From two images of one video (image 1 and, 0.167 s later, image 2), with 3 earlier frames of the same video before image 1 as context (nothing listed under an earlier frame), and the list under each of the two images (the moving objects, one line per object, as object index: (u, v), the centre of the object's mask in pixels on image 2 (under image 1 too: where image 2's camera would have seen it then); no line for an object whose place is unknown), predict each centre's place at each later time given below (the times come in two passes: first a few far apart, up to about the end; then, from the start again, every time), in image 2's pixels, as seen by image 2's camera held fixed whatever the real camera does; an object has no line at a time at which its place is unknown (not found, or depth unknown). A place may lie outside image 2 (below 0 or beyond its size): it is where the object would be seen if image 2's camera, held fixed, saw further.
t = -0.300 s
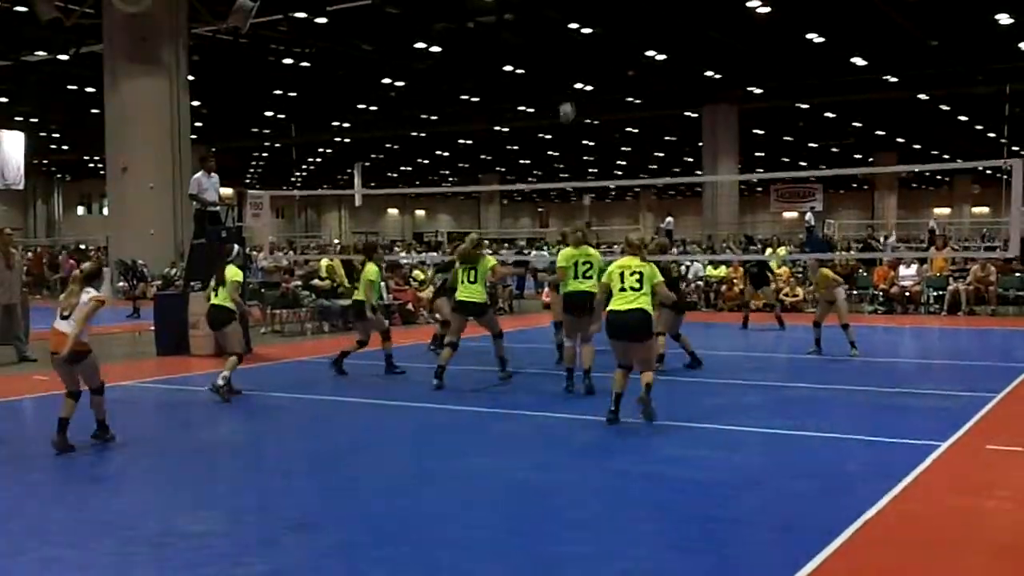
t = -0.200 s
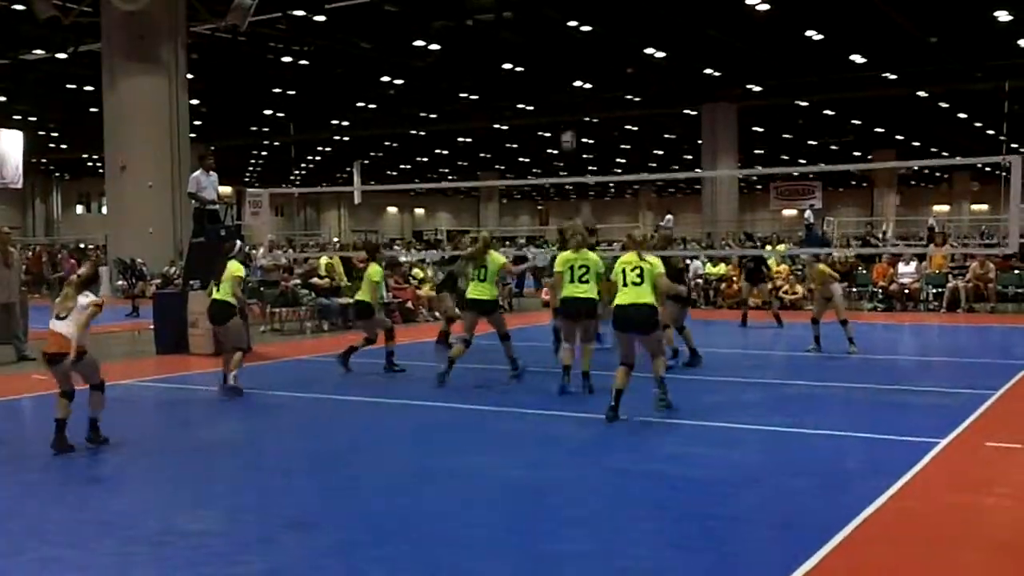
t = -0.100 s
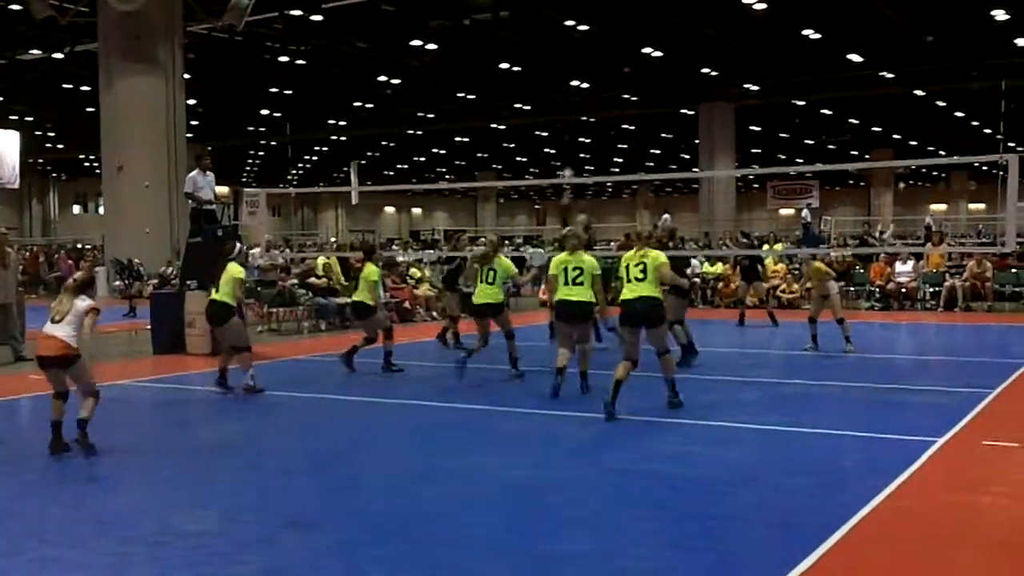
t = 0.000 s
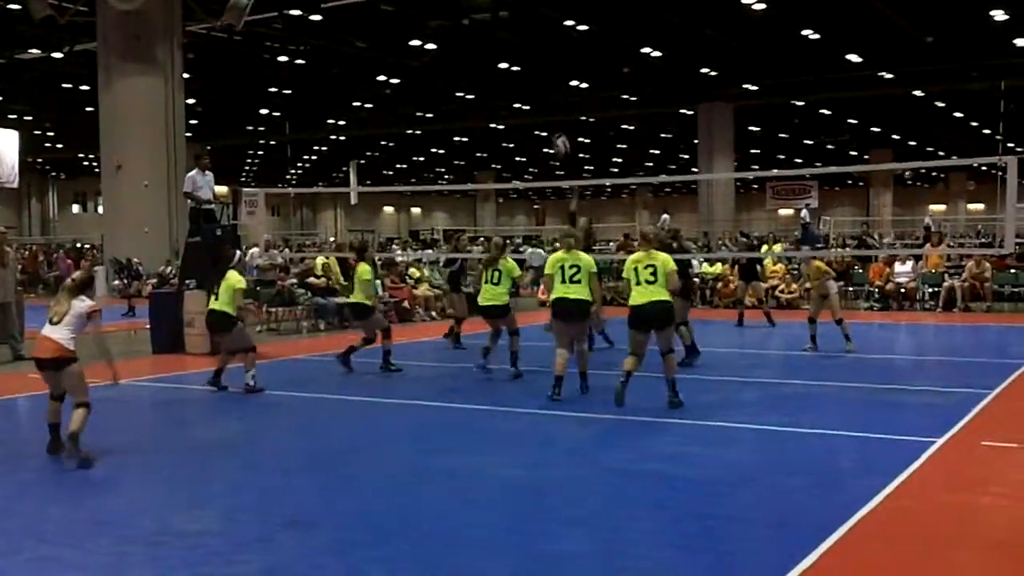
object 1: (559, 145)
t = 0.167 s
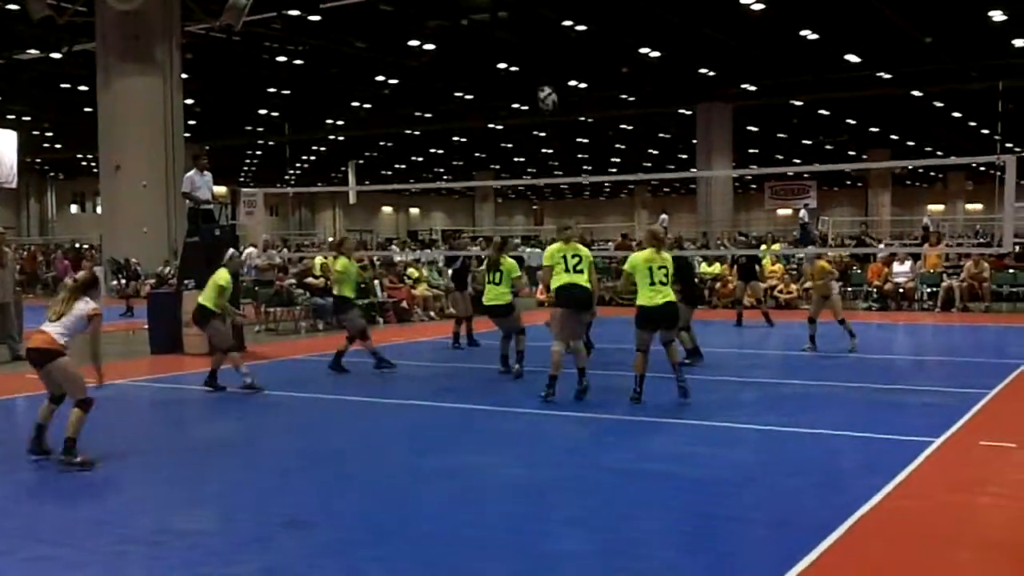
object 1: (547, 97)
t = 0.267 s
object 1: (540, 78)
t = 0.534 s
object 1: (517, 80)
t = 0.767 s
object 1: (495, 182)
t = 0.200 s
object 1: (545, 90)
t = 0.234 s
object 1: (543, 84)
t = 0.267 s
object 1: (540, 78)
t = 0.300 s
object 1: (537, 74)
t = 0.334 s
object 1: (534, 71)
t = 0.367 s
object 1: (531, 69)
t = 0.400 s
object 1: (529, 69)
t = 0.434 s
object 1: (527, 69)
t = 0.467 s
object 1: (524, 71)
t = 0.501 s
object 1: (521, 75)
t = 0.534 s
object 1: (517, 80)
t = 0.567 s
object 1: (515, 87)
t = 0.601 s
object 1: (511, 95)
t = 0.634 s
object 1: (508, 109)
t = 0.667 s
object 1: (505, 123)
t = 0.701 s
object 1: (501, 140)
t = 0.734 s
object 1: (498, 160)
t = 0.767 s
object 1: (495, 182)
